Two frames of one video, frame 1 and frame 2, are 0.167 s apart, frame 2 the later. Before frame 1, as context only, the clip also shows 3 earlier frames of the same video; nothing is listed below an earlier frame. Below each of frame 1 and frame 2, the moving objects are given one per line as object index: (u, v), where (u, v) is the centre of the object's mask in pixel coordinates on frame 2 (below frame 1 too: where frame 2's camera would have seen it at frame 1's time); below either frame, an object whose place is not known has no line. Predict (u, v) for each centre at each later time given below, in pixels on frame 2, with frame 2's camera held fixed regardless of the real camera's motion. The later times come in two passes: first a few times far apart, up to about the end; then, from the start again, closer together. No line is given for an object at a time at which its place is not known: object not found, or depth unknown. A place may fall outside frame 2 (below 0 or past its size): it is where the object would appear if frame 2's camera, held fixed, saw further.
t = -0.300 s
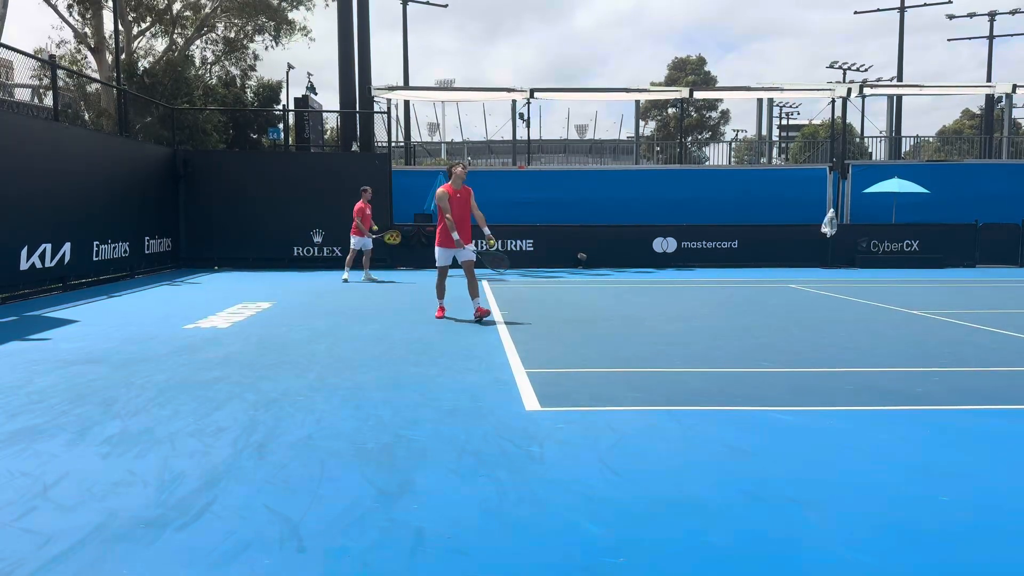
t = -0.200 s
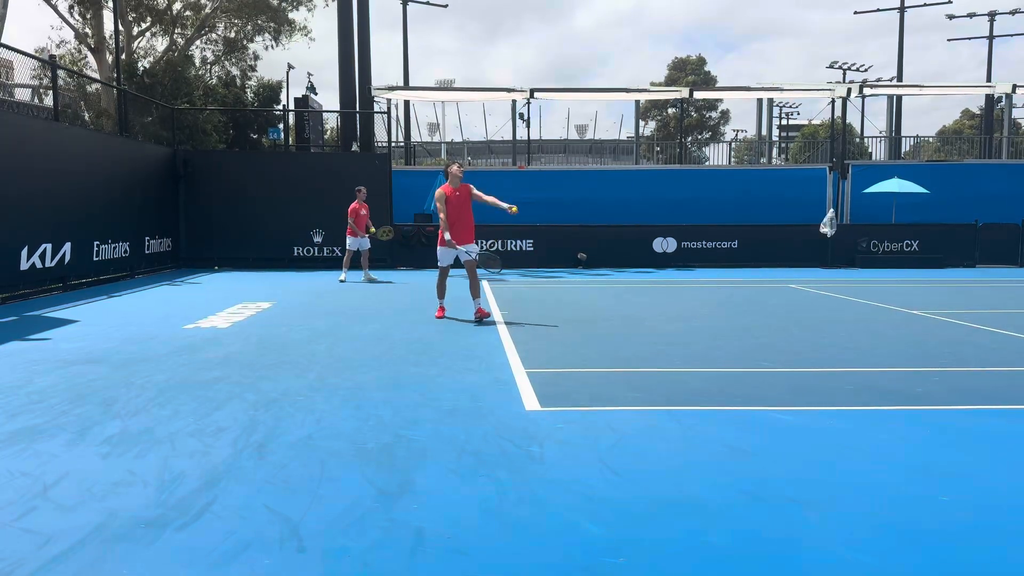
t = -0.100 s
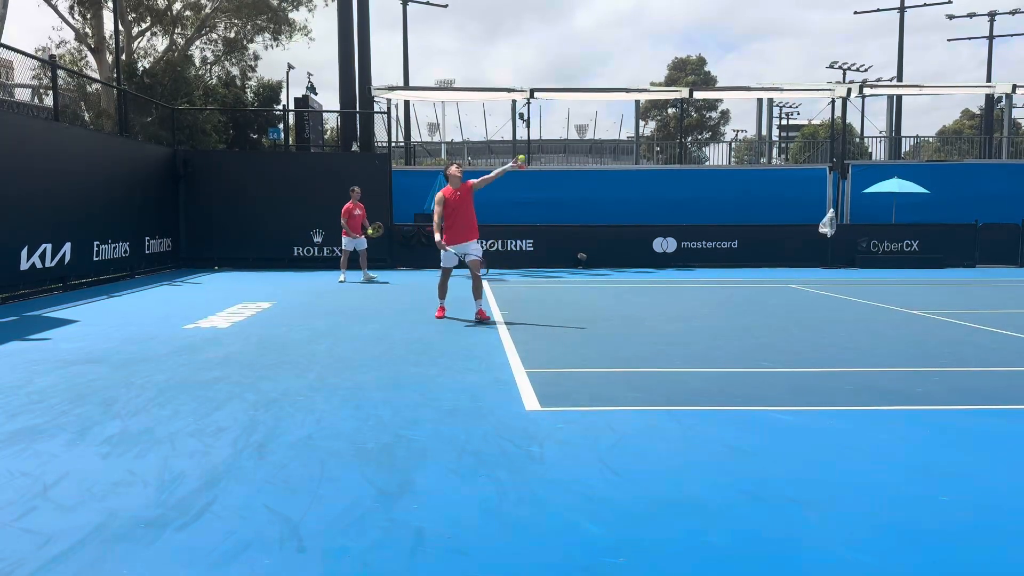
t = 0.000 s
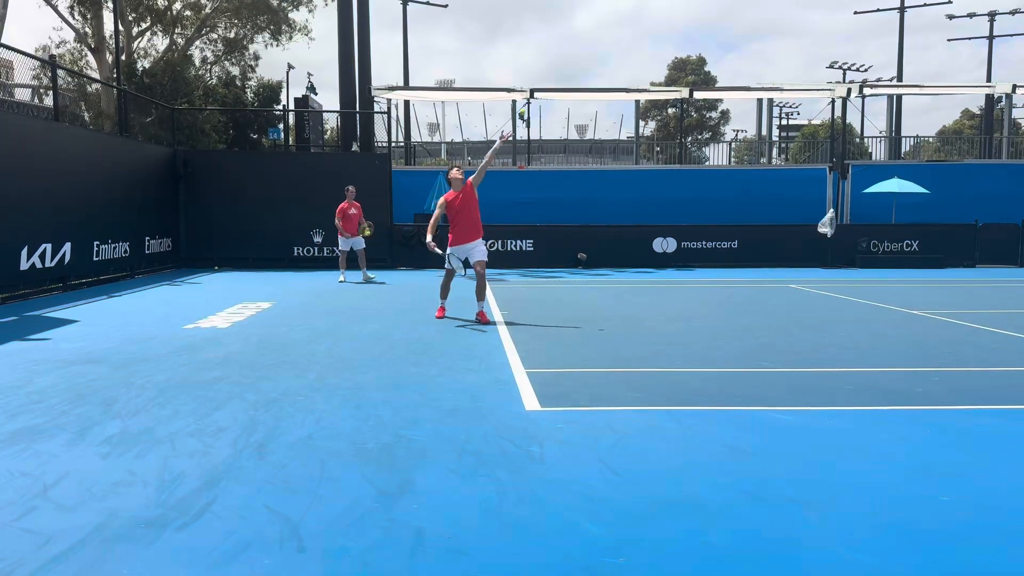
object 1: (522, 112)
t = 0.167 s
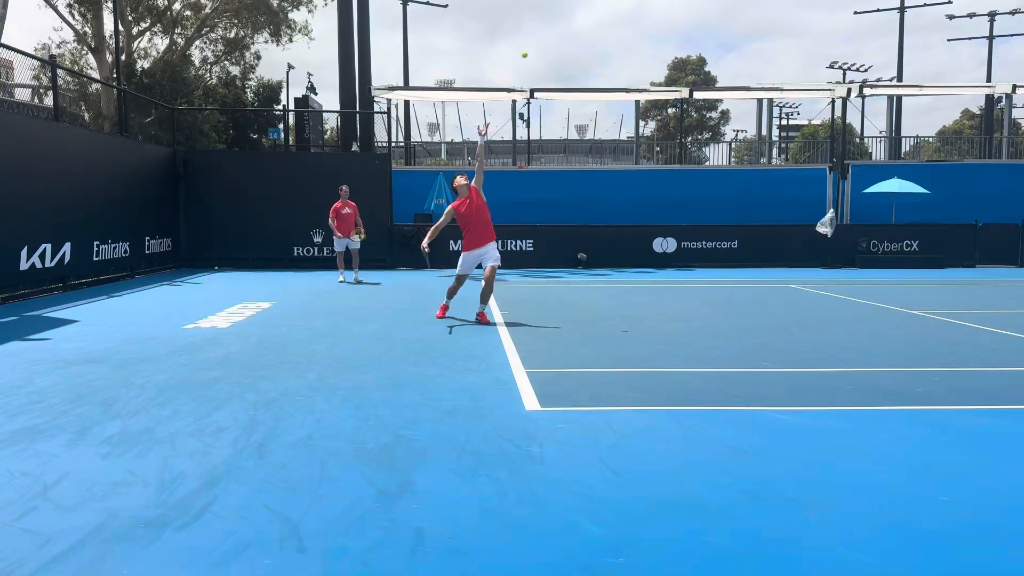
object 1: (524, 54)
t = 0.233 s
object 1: (525, 39)
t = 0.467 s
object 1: (529, 16)
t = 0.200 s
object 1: (525, 46)
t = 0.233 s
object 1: (525, 39)
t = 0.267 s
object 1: (526, 32)
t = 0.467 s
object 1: (529, 16)
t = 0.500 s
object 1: (529, 17)
